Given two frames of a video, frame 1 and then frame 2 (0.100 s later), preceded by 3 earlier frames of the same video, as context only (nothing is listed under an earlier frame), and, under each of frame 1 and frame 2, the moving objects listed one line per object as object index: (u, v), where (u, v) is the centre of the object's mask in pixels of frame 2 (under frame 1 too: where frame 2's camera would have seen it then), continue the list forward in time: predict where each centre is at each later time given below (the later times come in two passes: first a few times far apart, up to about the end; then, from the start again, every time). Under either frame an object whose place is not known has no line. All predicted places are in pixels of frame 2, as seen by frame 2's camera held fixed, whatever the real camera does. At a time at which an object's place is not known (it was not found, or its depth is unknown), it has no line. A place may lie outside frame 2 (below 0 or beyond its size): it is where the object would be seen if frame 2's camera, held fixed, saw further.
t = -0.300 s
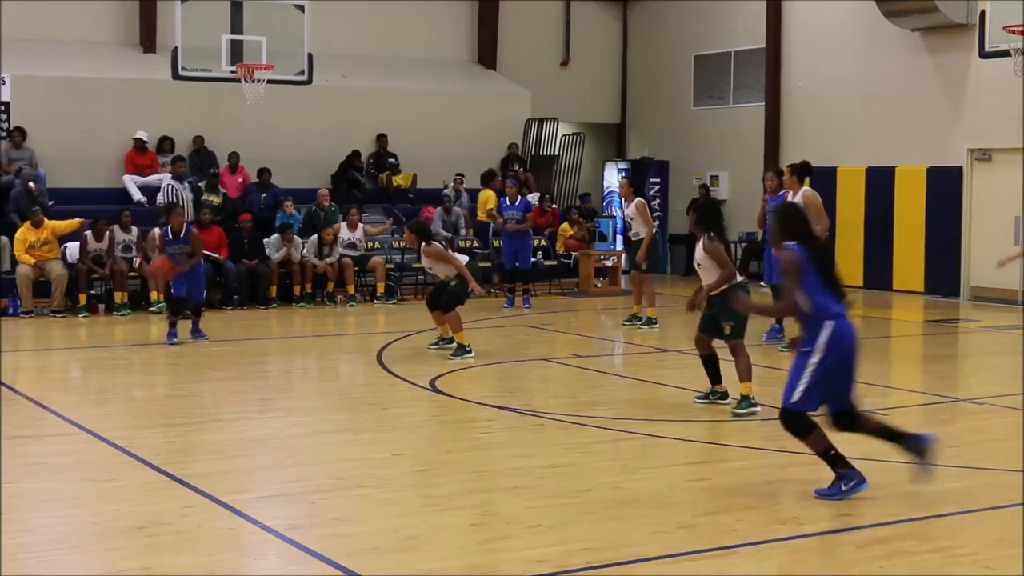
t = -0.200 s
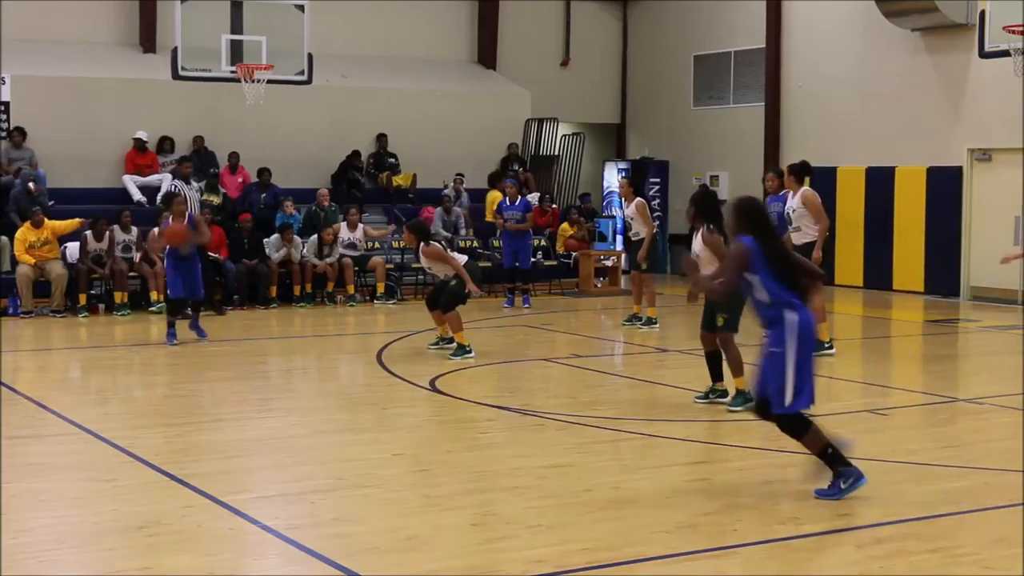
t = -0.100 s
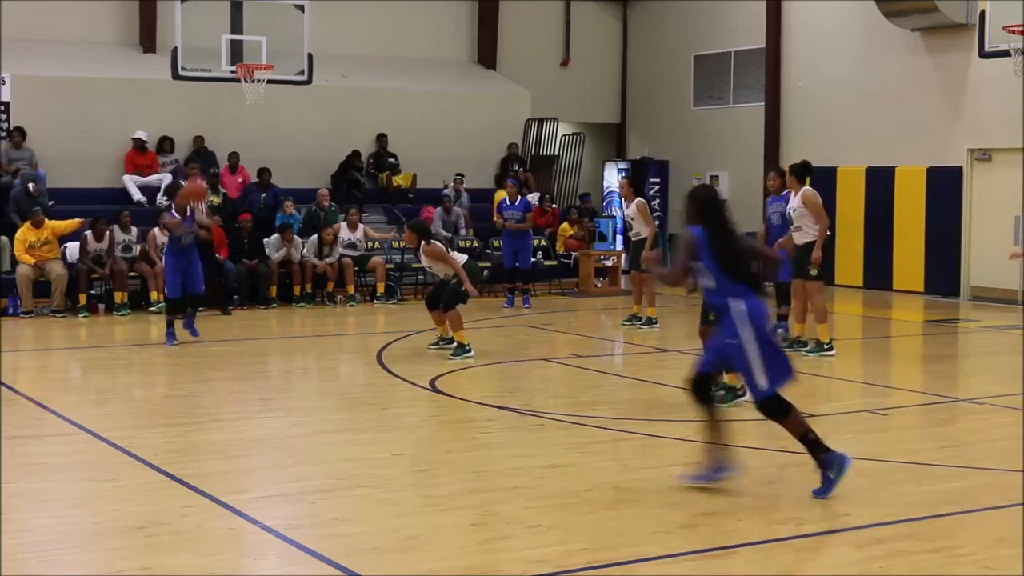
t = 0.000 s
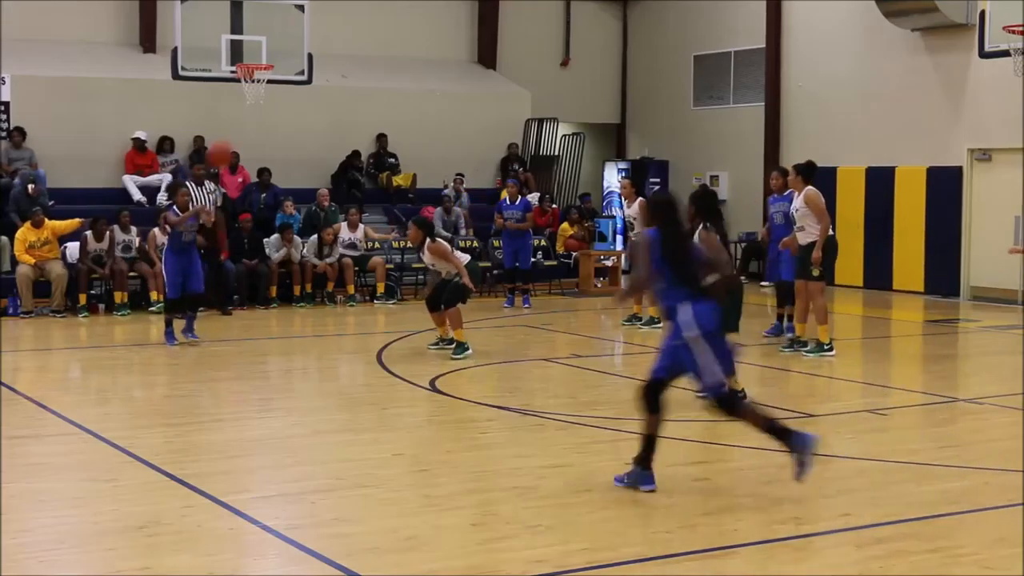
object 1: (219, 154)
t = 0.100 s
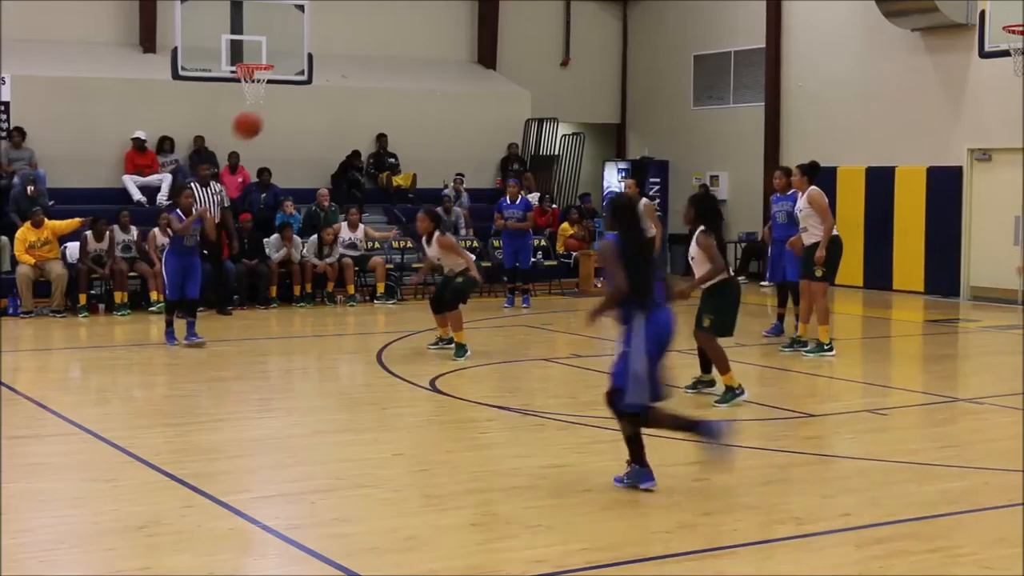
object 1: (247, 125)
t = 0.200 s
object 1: (278, 104)
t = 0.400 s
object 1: (349, 94)
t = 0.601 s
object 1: (441, 144)
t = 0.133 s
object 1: (257, 117)
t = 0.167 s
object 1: (267, 110)
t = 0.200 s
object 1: (278, 104)
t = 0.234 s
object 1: (288, 99)
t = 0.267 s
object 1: (299, 95)
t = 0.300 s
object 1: (311, 93)
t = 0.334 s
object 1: (324, 92)
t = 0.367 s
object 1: (336, 92)
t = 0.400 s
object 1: (349, 94)
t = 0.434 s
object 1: (363, 98)
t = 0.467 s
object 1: (376, 103)
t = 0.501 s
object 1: (391, 110)
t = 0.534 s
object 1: (407, 119)
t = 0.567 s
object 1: (424, 131)
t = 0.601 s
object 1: (441, 144)
